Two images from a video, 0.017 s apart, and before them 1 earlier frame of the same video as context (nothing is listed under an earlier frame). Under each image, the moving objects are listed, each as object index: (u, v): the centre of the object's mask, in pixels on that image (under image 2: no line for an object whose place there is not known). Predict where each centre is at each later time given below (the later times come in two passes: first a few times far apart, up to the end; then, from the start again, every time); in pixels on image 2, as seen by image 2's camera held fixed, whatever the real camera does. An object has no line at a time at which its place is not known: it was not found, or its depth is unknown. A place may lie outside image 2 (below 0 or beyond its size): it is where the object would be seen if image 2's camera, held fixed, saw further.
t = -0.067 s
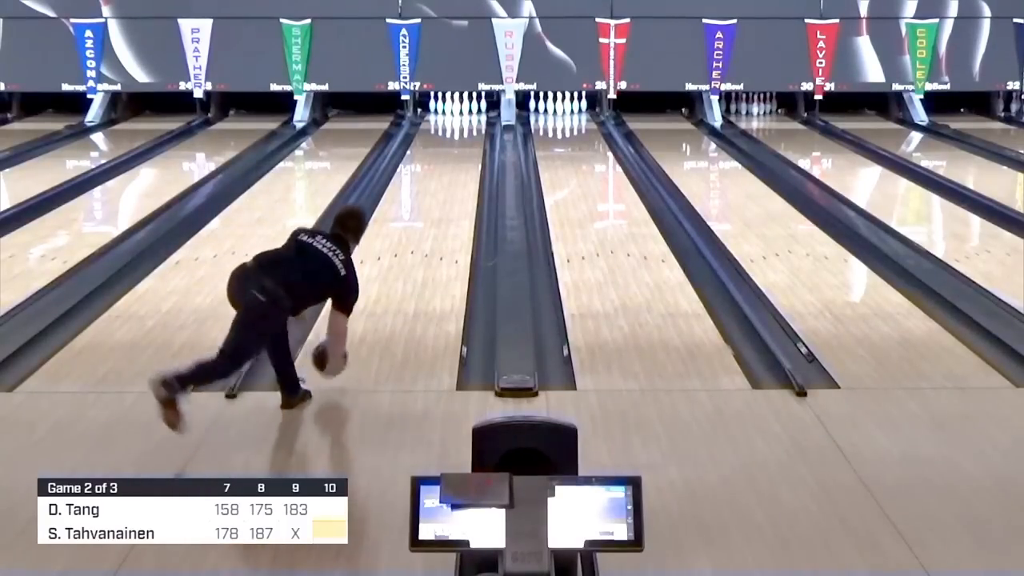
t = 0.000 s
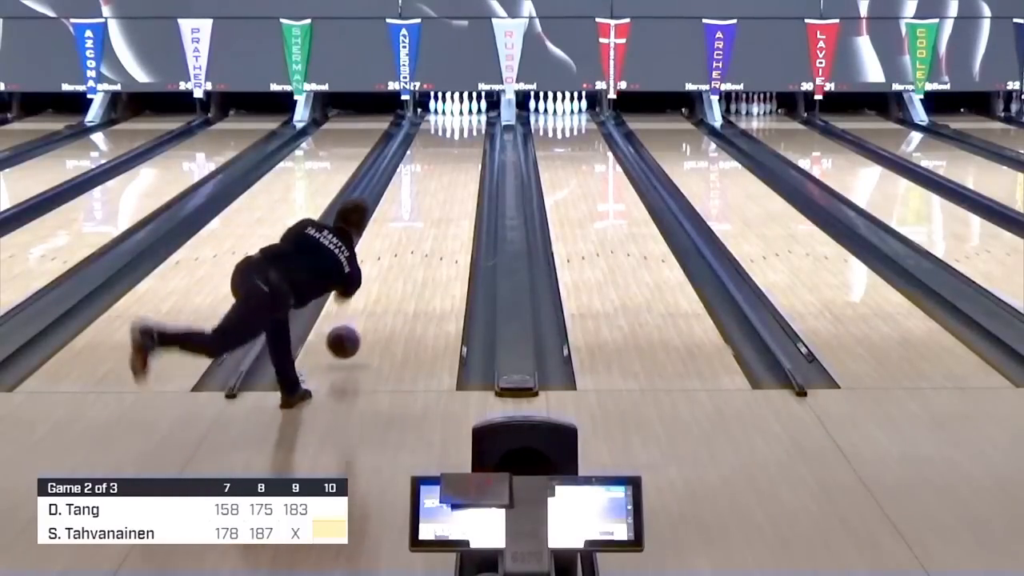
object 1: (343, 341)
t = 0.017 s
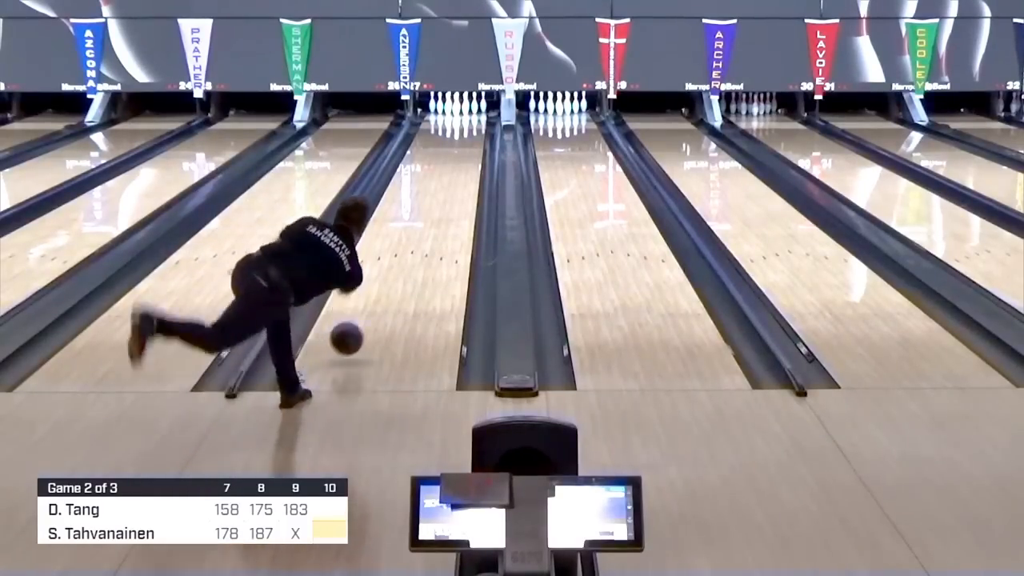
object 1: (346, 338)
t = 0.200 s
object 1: (378, 300)
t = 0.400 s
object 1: (404, 262)
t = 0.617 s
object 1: (426, 229)
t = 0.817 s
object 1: (441, 205)
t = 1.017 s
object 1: (454, 185)
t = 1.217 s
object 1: (464, 168)
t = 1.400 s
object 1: (472, 156)
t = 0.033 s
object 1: (349, 335)
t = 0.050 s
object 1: (353, 332)
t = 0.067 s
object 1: (355, 331)
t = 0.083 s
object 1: (358, 327)
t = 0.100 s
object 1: (361, 322)
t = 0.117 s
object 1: (364, 318)
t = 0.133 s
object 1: (367, 314)
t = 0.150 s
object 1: (370, 311)
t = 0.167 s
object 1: (373, 307)
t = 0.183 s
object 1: (375, 304)
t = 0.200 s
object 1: (378, 300)
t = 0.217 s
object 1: (380, 296)
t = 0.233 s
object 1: (382, 293)
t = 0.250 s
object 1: (385, 290)
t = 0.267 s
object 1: (387, 287)
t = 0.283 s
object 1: (389, 283)
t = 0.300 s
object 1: (391, 280)
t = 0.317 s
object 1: (394, 277)
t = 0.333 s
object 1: (396, 273)
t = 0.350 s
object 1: (398, 270)
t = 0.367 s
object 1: (400, 268)
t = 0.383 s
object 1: (402, 265)
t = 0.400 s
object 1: (404, 262)
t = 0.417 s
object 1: (406, 259)
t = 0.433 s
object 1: (408, 256)
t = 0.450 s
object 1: (409, 254)
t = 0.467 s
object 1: (411, 251)
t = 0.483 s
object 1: (413, 248)
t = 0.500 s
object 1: (415, 246)
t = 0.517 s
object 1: (416, 243)
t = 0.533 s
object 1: (418, 241)
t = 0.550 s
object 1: (419, 238)
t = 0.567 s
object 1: (421, 236)
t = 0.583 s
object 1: (423, 234)
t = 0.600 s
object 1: (424, 231)
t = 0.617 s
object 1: (426, 229)
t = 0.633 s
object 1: (427, 227)
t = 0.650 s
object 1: (429, 225)
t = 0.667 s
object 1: (430, 223)
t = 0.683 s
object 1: (432, 220)
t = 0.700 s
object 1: (433, 218)
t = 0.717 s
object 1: (434, 217)
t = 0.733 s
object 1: (435, 214)
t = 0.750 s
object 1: (437, 213)
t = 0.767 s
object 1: (438, 211)
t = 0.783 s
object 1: (439, 209)
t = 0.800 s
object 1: (440, 207)
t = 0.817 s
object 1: (441, 205)
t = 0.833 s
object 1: (443, 203)
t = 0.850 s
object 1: (444, 201)
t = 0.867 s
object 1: (445, 200)
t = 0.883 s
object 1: (446, 198)
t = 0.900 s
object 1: (447, 196)
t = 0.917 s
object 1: (448, 195)
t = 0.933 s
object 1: (449, 193)
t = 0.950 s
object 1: (450, 191)
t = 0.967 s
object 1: (451, 190)
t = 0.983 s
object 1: (452, 188)
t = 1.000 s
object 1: (453, 187)
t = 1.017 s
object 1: (454, 185)
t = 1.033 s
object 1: (455, 184)
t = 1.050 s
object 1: (456, 182)
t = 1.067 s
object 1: (457, 181)
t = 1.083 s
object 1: (458, 179)
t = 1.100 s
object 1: (459, 178)
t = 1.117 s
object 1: (459, 177)
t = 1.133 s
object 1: (460, 175)
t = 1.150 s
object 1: (461, 174)
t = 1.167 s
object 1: (462, 172)
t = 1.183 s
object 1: (463, 171)
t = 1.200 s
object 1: (464, 170)
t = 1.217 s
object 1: (464, 168)
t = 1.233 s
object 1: (465, 167)
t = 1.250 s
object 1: (466, 166)
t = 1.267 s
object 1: (467, 165)
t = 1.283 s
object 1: (467, 164)
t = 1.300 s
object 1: (468, 163)
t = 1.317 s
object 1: (469, 161)
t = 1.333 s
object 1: (469, 160)
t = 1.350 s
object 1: (470, 159)
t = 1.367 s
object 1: (470, 158)
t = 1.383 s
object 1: (471, 157)
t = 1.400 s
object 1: (472, 156)
